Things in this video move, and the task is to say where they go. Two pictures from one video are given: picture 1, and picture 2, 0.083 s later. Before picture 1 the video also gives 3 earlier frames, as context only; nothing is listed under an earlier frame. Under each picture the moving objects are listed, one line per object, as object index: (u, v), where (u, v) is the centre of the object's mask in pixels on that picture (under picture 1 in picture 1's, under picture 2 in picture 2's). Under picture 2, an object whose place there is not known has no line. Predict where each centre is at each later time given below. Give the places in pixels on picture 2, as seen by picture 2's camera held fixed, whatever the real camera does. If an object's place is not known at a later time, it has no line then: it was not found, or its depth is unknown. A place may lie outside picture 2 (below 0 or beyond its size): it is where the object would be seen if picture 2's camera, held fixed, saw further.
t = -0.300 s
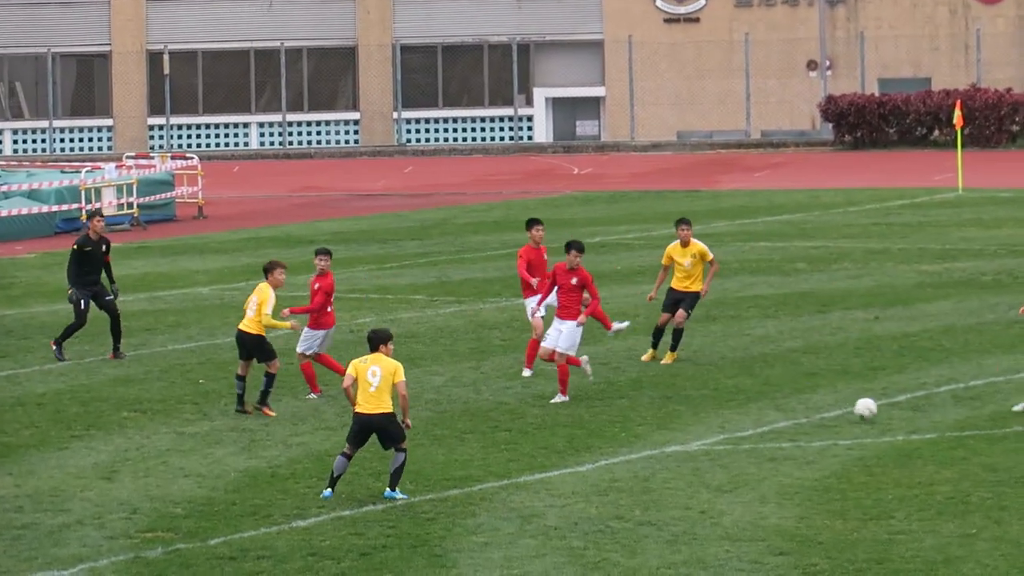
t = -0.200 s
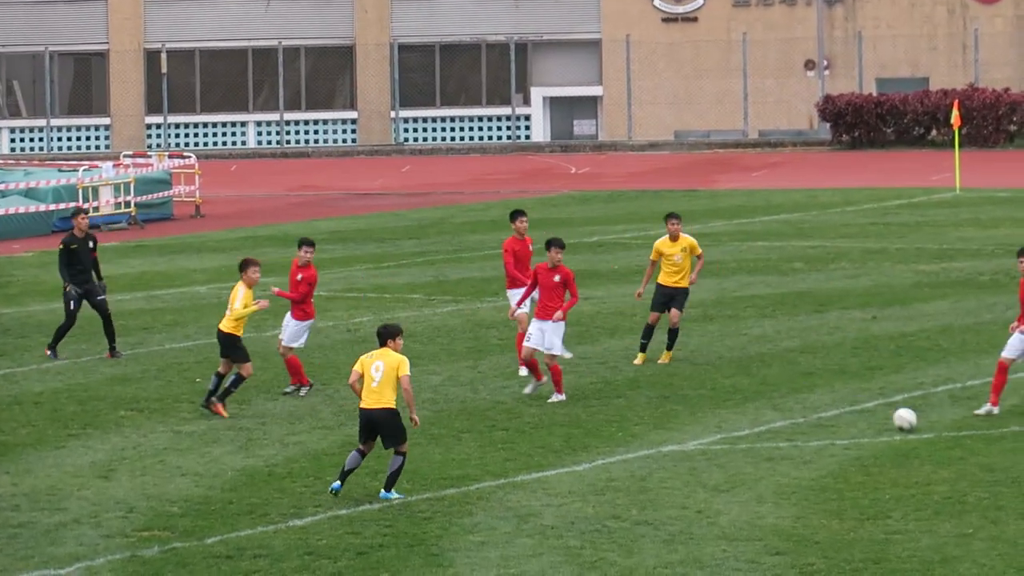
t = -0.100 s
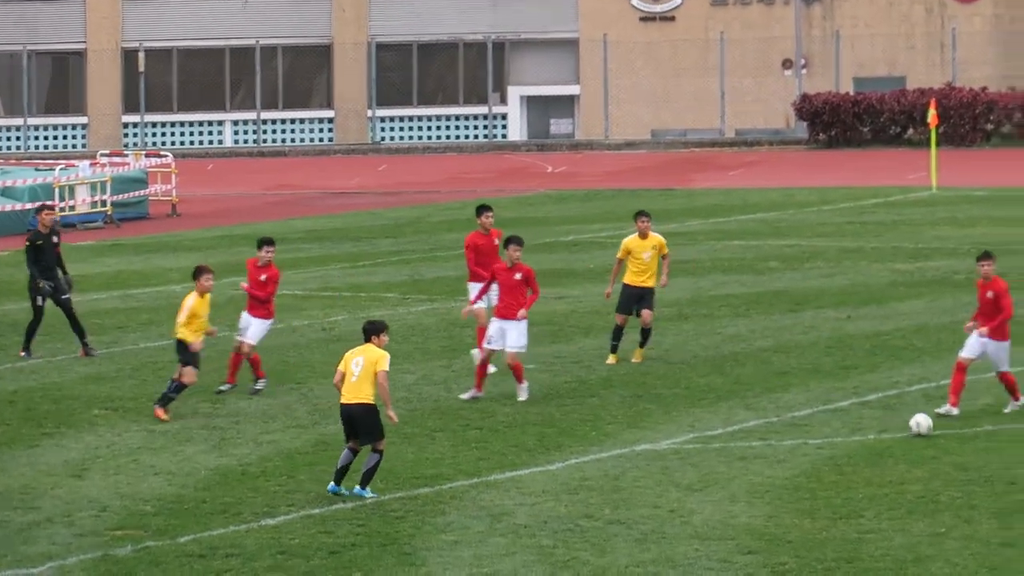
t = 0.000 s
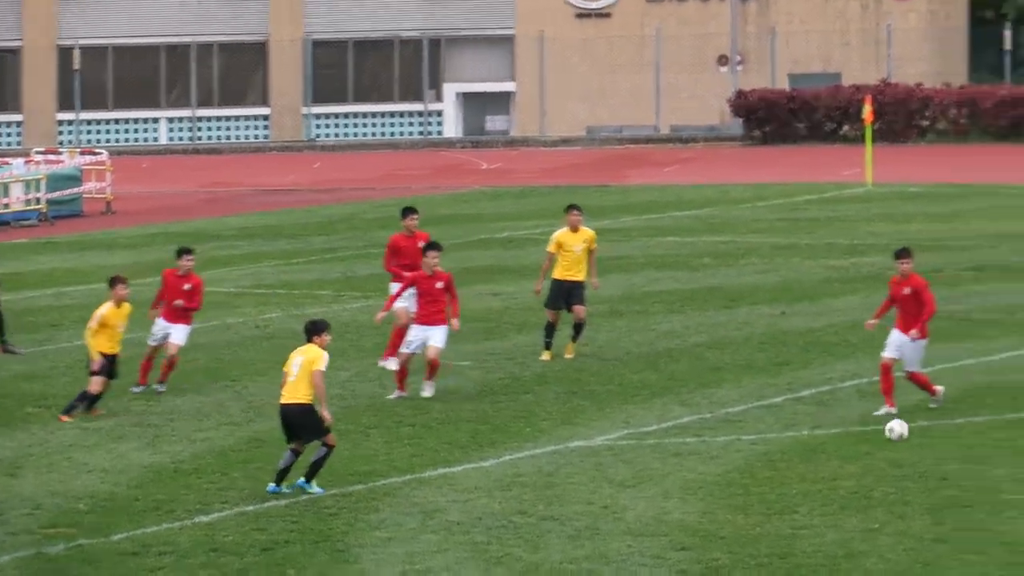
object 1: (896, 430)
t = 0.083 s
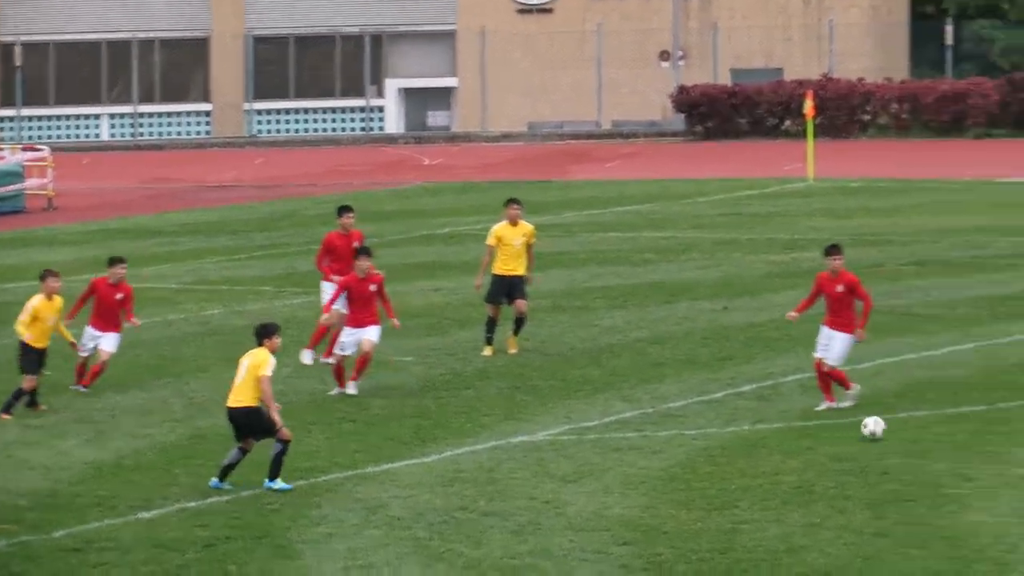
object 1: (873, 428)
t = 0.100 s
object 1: (880, 429)
